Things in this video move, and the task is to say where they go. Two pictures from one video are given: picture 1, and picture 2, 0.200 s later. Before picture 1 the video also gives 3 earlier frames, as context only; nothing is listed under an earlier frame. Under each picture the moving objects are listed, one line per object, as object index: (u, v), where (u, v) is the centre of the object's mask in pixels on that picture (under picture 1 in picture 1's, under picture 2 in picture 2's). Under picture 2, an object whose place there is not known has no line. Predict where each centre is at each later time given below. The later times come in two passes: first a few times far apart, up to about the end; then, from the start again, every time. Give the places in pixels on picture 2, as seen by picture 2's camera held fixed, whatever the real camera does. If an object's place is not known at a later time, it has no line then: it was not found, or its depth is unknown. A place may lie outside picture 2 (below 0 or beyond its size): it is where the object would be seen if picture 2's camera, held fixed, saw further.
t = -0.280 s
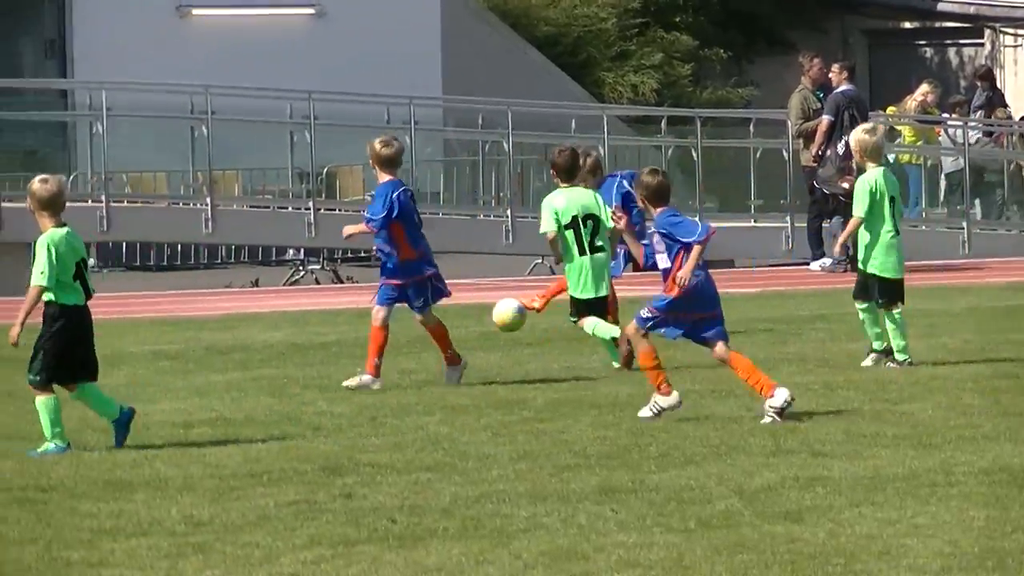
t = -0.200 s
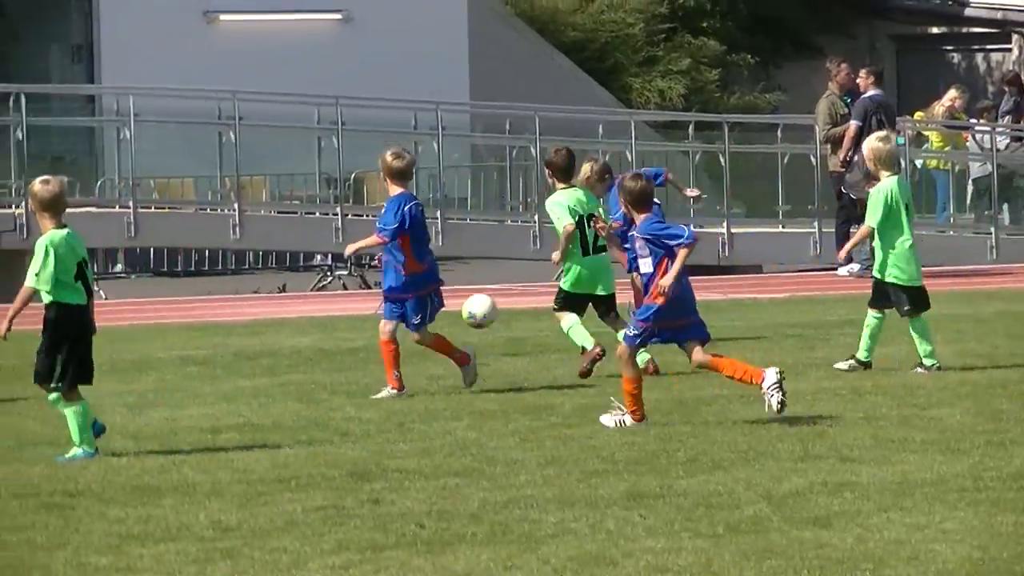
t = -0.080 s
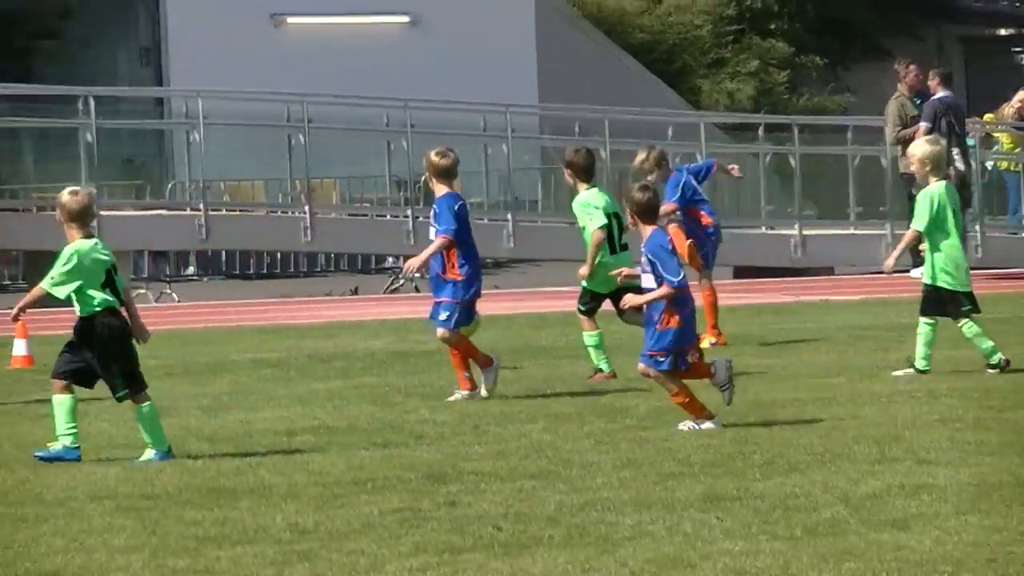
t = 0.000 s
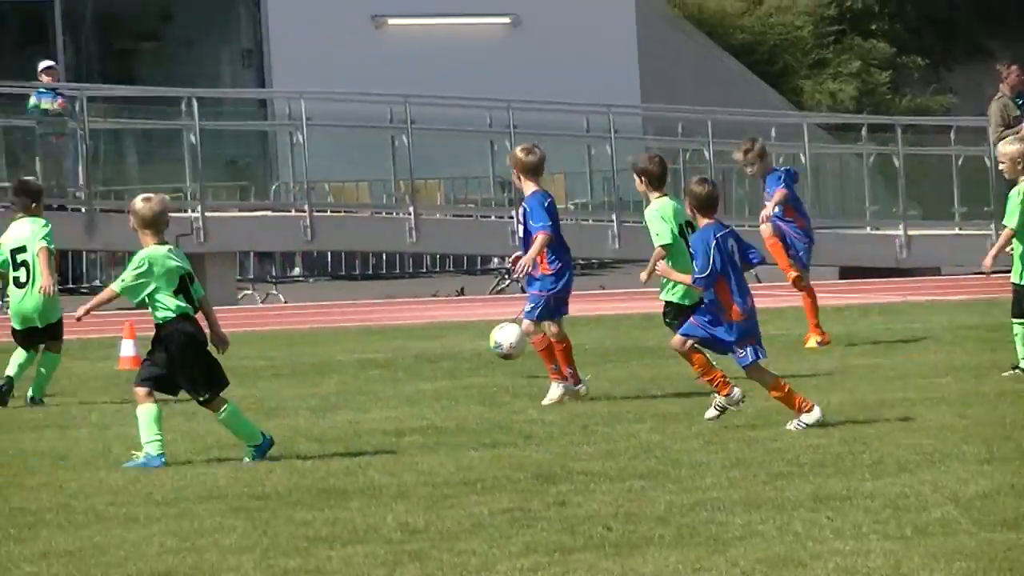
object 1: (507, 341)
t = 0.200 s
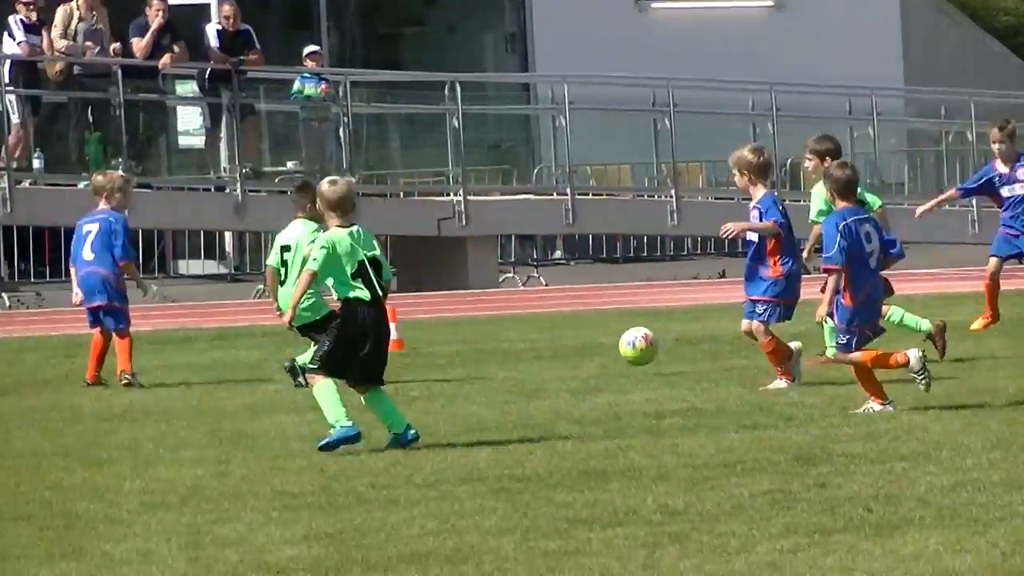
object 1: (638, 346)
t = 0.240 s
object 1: (615, 351)
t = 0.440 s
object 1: (510, 370)
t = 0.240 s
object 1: (615, 351)
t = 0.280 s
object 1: (593, 358)
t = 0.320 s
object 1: (571, 366)
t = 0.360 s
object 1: (550, 373)
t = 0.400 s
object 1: (530, 370)
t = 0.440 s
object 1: (510, 370)
